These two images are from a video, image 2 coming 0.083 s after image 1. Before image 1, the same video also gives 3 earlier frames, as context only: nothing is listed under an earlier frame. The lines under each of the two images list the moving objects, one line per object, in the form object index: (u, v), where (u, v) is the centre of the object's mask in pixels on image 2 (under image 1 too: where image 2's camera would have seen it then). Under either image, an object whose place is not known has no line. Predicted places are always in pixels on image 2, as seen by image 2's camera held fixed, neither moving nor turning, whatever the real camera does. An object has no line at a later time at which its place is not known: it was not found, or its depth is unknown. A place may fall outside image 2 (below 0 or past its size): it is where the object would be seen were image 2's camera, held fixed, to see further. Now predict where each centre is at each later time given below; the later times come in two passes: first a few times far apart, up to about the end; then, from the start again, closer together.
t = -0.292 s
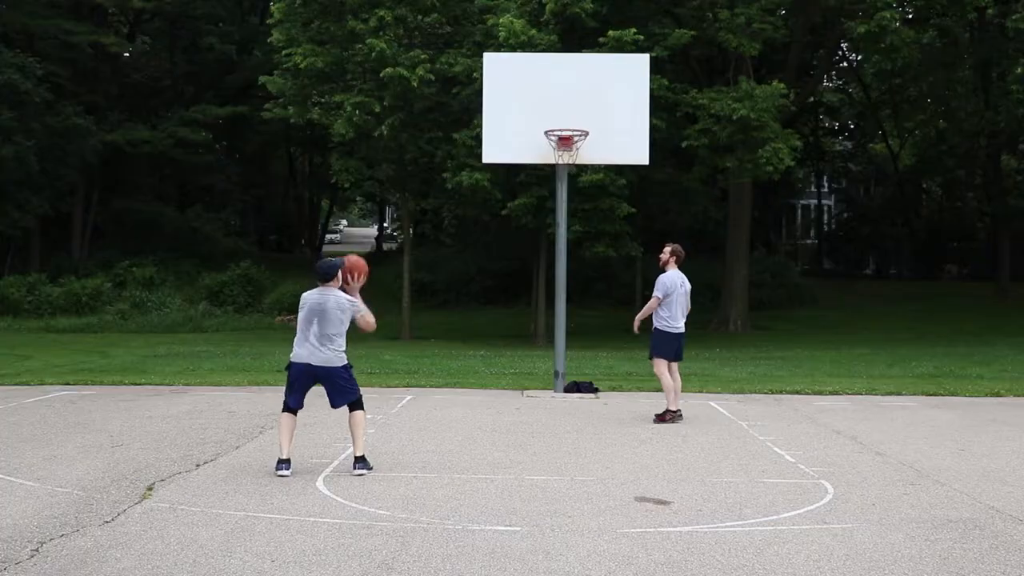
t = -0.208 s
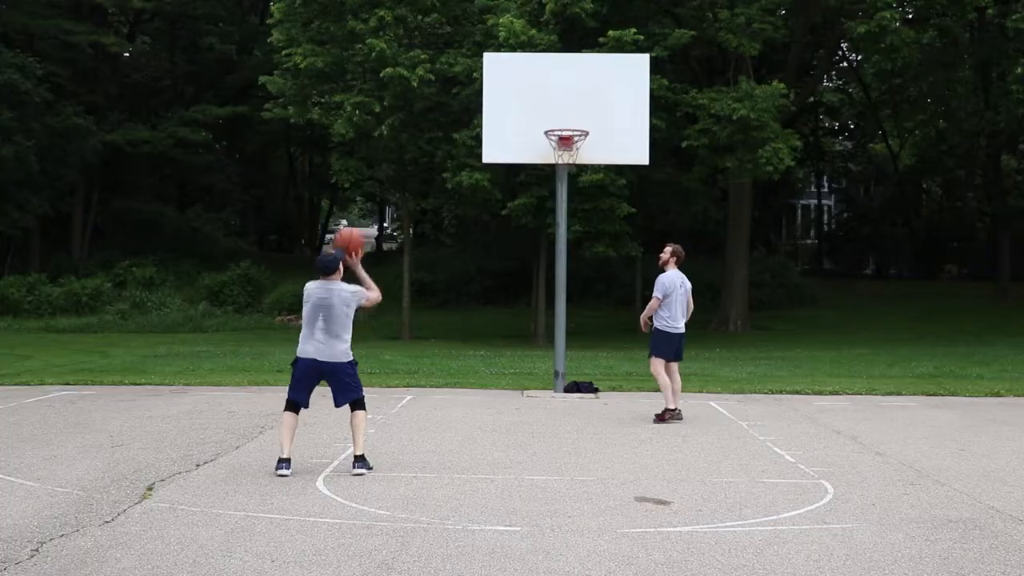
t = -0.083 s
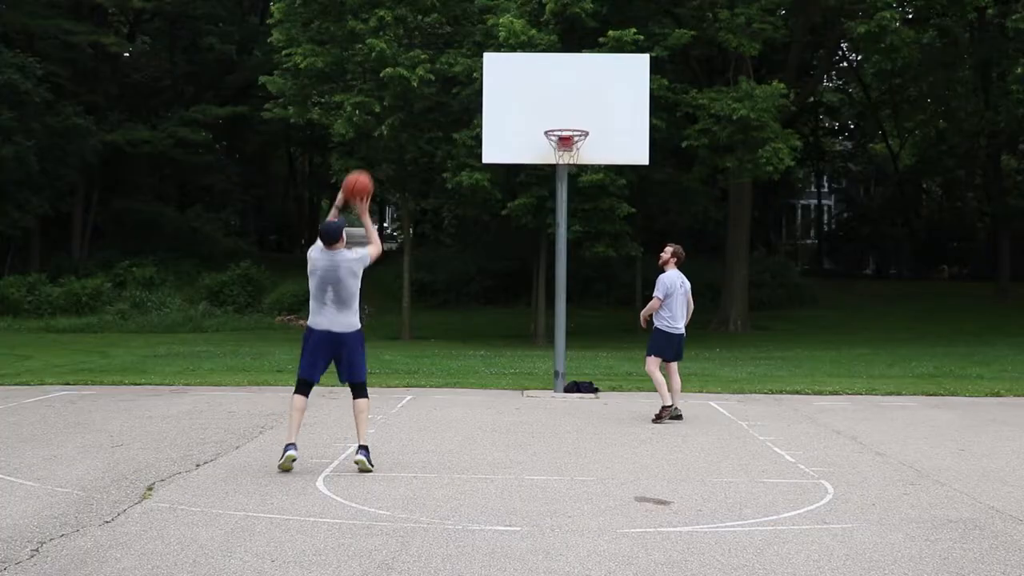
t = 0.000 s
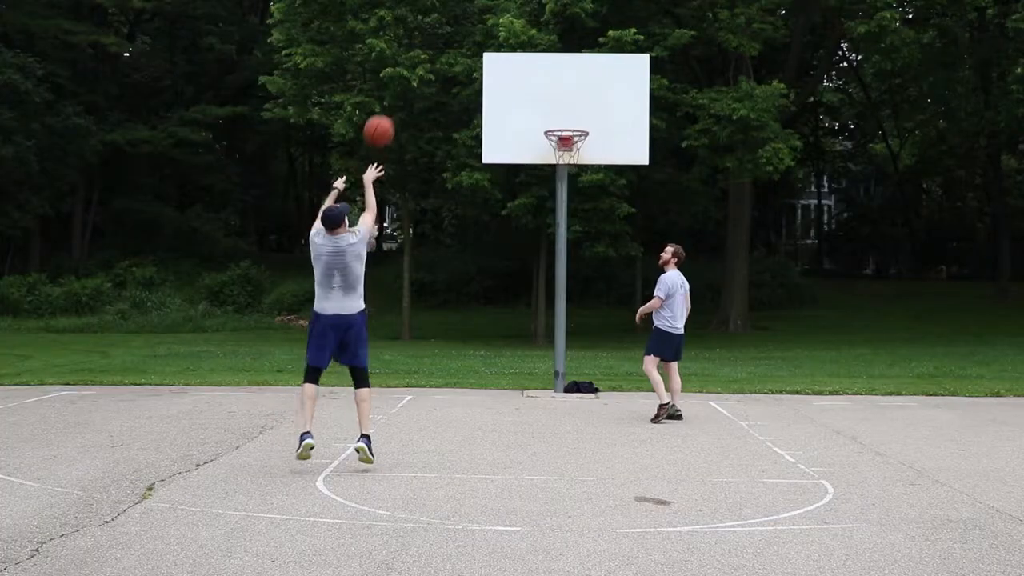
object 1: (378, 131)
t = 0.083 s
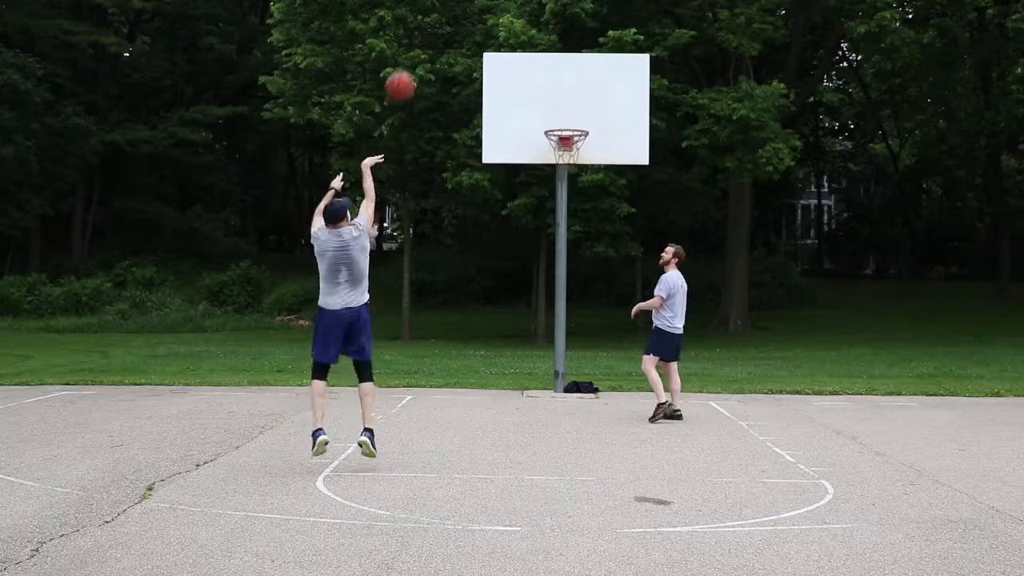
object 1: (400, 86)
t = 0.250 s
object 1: (437, 29)
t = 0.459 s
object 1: (479, 9)
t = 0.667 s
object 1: (515, 29)
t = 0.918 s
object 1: (551, 107)
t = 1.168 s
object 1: (552, 74)
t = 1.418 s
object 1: (548, 74)
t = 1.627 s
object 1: (544, 118)
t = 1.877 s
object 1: (539, 226)
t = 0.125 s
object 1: (410, 69)
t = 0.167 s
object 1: (419, 53)
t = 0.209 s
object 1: (429, 39)
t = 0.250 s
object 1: (437, 29)
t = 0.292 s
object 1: (447, 20)
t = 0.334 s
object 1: (456, 13)
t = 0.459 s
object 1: (479, 9)
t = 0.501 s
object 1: (486, 9)
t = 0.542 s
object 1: (494, 11)
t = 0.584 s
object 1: (501, 15)
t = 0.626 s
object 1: (508, 22)
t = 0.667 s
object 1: (515, 29)
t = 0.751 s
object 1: (527, 49)
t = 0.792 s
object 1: (534, 62)
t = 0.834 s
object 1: (540, 76)
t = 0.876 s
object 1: (546, 91)
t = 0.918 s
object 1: (551, 107)
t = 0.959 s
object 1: (555, 118)
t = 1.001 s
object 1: (555, 107)
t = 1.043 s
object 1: (554, 96)
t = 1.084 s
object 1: (554, 87)
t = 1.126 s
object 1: (553, 80)
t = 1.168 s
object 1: (552, 74)
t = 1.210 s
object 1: (552, 70)
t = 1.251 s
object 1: (551, 68)
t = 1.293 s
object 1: (550, 67)
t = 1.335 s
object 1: (550, 67)
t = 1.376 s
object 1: (549, 70)
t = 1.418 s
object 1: (548, 74)
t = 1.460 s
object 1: (547, 79)
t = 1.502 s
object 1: (546, 86)
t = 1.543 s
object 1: (546, 95)
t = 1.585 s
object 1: (545, 106)
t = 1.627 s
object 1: (544, 118)
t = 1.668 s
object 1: (543, 132)
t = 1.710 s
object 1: (542, 148)
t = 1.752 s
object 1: (541, 165)
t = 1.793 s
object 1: (540, 183)
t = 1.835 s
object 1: (539, 203)
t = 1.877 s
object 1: (539, 226)
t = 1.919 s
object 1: (537, 250)
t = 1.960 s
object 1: (536, 276)
